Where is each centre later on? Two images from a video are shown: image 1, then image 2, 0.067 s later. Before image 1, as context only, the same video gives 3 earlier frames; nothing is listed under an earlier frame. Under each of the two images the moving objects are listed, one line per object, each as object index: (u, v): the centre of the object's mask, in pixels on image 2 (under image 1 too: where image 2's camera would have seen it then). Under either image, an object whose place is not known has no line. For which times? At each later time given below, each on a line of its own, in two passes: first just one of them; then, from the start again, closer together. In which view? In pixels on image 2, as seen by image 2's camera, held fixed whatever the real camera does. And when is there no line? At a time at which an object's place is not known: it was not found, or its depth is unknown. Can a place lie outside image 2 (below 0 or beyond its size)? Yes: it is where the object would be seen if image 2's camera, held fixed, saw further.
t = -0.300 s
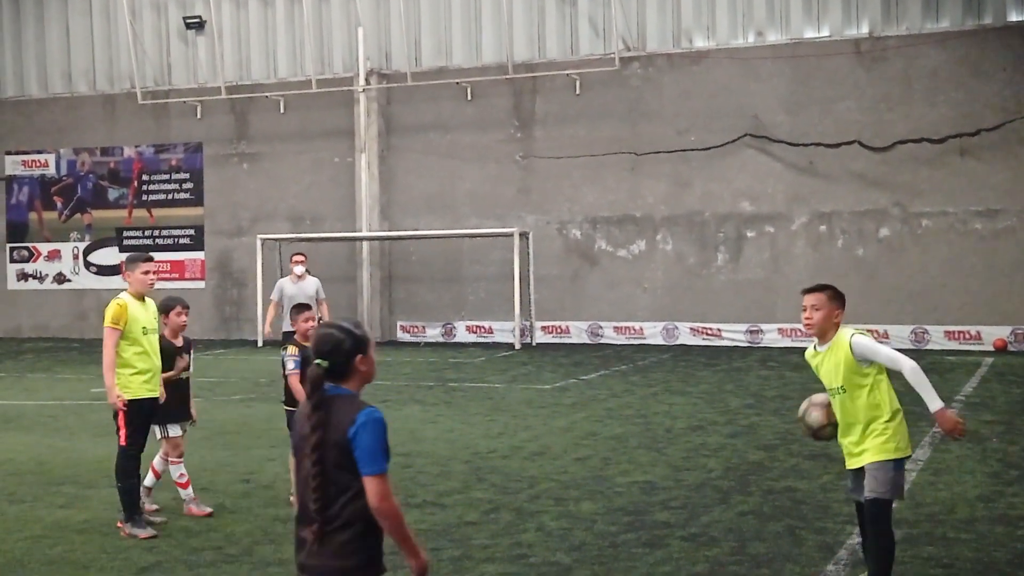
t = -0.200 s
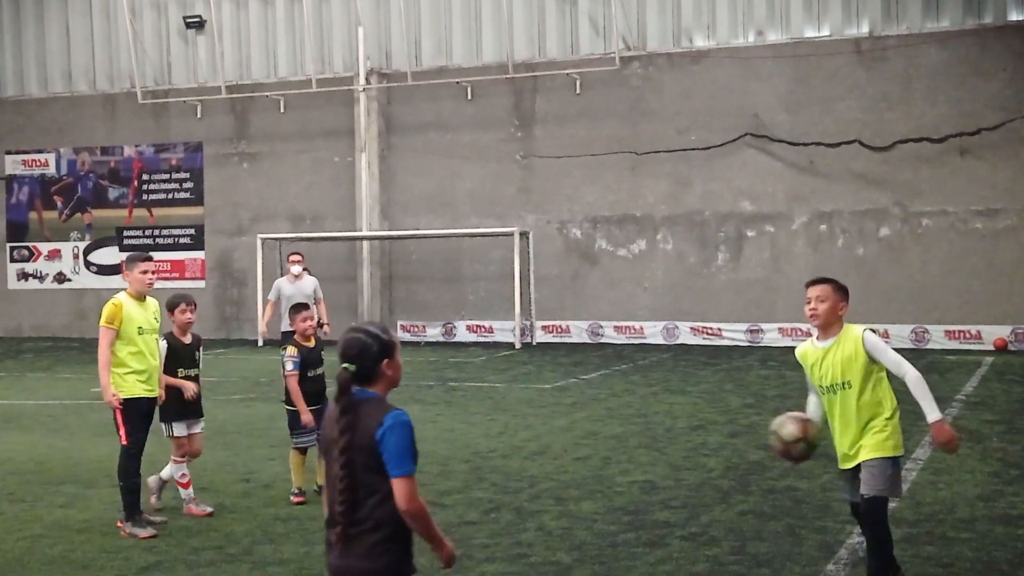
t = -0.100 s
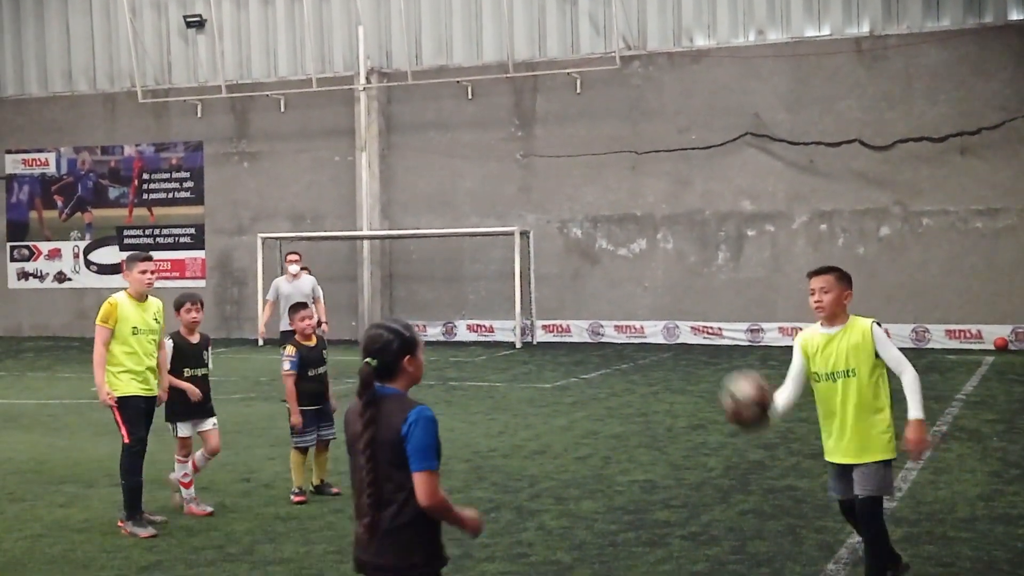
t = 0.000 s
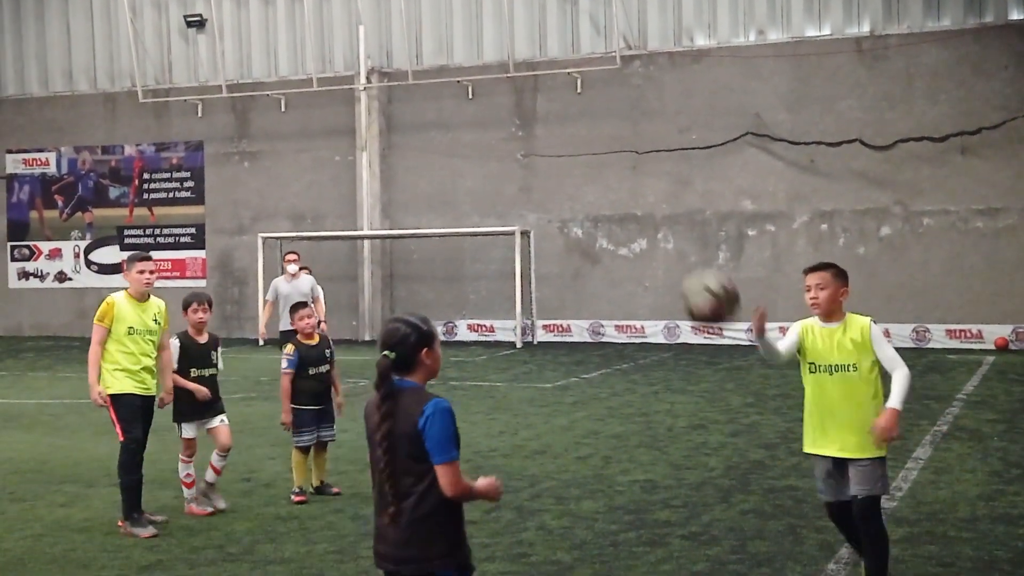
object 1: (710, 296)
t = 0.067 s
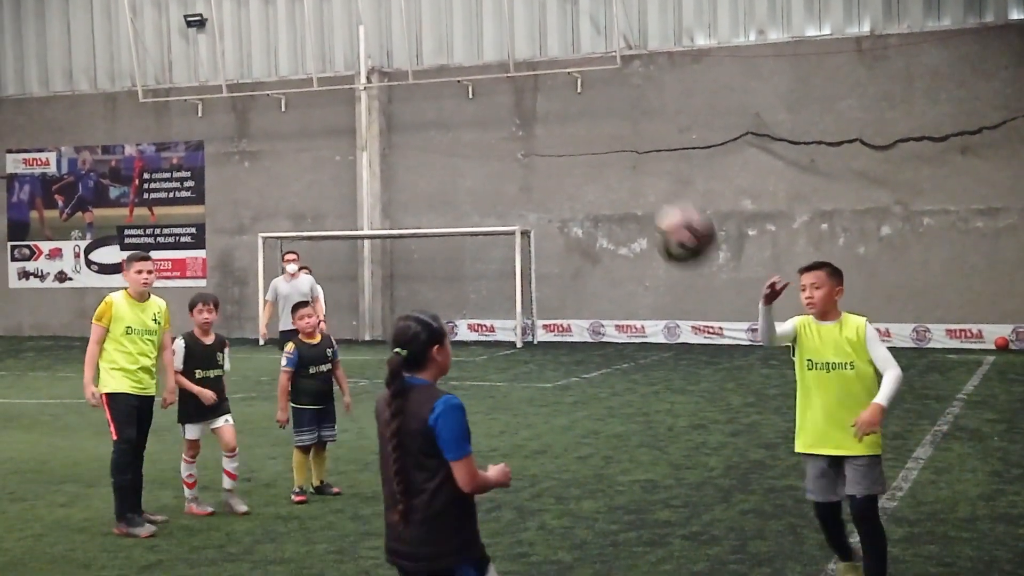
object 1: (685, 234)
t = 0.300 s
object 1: (563, 48)
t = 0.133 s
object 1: (655, 173)
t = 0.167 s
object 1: (637, 144)
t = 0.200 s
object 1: (620, 117)
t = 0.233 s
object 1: (603, 91)
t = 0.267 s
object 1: (585, 70)
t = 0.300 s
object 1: (563, 48)
